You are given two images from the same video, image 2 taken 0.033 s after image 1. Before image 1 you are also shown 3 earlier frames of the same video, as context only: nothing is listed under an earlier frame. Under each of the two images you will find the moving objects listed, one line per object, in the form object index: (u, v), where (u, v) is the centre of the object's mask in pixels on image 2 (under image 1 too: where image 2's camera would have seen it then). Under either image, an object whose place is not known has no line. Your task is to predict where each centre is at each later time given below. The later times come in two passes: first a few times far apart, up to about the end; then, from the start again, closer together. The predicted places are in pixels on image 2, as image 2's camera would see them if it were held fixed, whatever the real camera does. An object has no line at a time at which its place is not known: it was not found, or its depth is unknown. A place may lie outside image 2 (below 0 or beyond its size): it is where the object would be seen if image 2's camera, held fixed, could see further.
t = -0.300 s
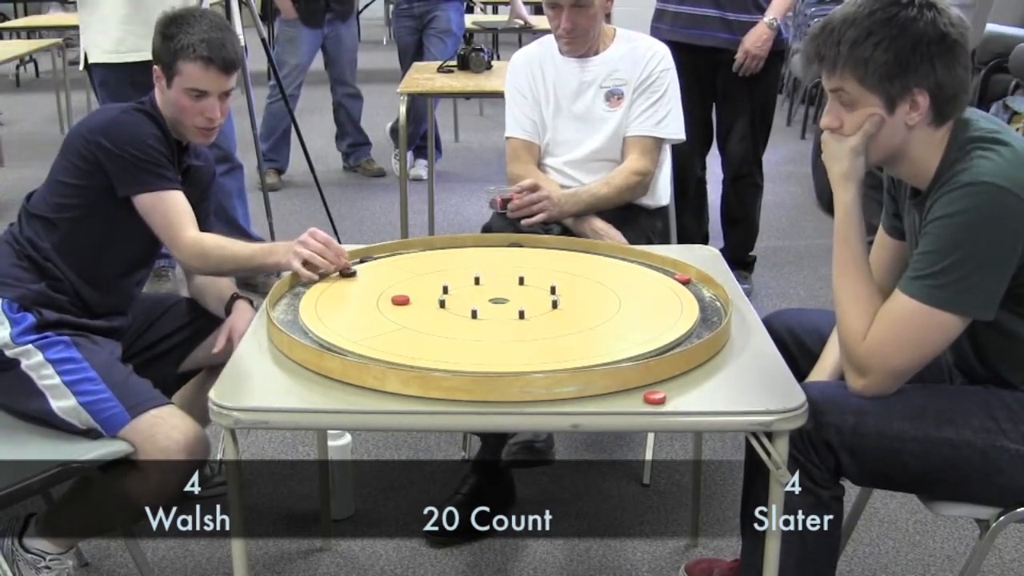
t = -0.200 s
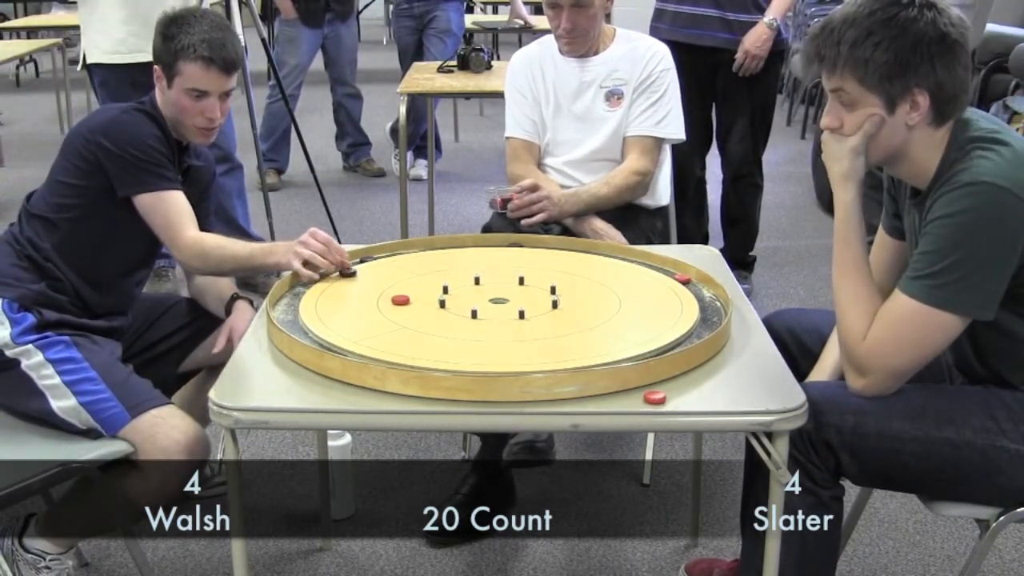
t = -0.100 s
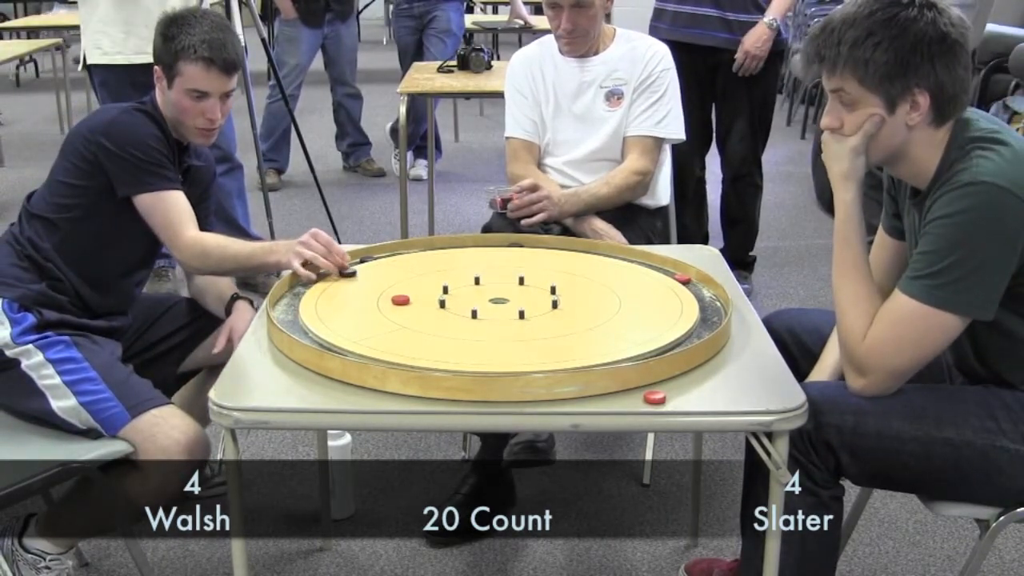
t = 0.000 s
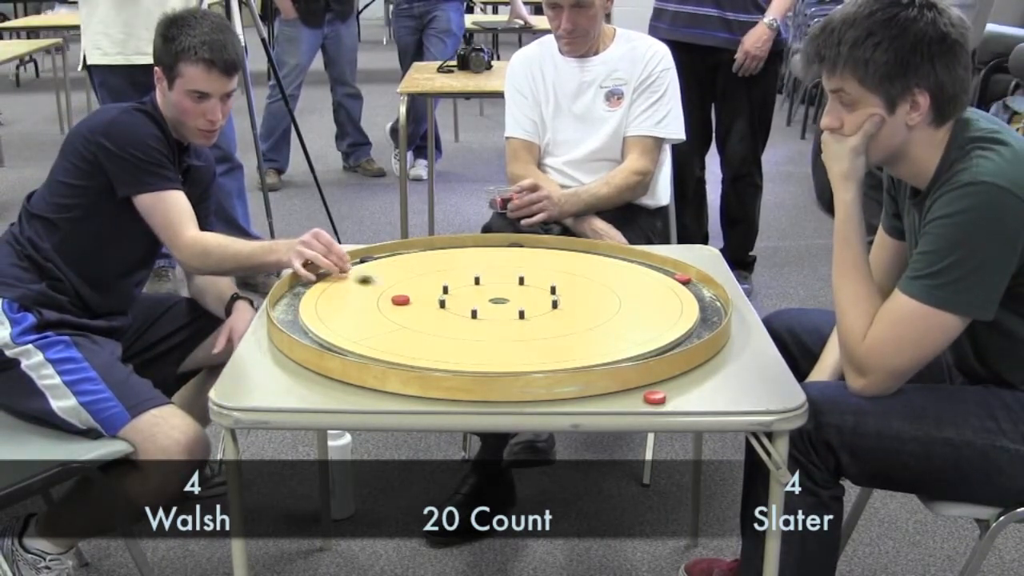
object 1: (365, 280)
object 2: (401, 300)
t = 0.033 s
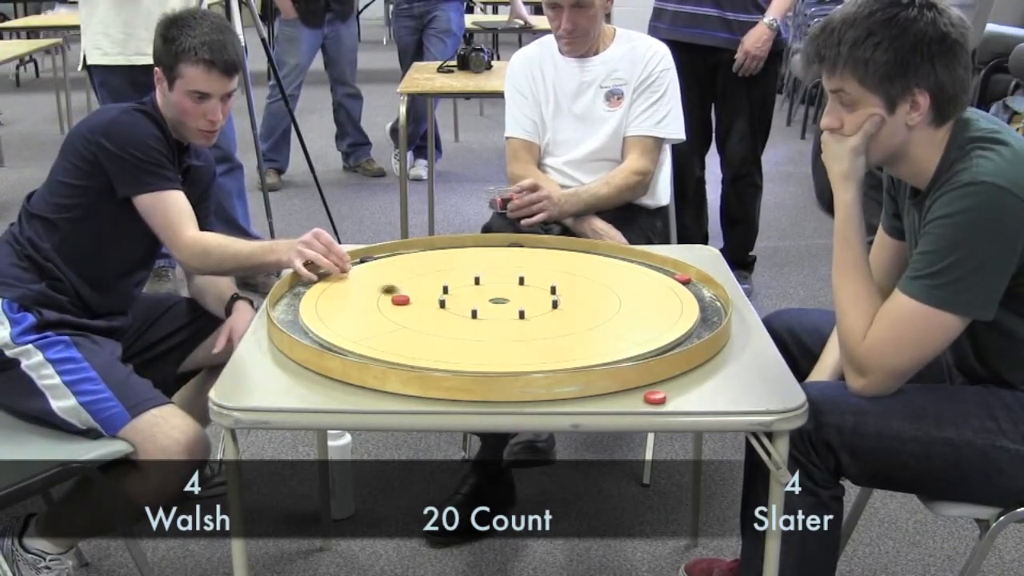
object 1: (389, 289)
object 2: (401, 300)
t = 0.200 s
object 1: (498, 298)
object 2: (413, 343)
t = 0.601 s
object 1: (606, 303)
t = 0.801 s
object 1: (614, 304)
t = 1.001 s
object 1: (614, 304)
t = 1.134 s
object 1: (614, 304)
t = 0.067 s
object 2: (402, 305)
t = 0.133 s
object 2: (407, 324)
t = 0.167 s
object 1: (477, 296)
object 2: (410, 333)
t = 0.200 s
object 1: (498, 298)
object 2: (413, 343)
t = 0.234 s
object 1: (512, 294)
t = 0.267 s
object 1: (524, 292)
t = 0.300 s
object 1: (535, 297)
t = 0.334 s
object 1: (545, 299)
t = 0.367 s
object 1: (557, 297)
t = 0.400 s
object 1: (566, 300)
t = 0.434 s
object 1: (575, 301)
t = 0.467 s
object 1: (583, 302)
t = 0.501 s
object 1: (591, 302)
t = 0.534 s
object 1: (597, 303)
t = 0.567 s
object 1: (602, 303)
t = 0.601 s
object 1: (606, 303)
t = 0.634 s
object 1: (610, 303)
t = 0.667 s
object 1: (612, 303)
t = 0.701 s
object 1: (614, 303)
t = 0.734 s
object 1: (614, 303)
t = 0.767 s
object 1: (614, 303)
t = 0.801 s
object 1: (614, 304)
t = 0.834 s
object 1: (614, 304)
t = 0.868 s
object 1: (614, 304)
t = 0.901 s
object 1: (614, 303)
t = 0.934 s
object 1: (614, 303)
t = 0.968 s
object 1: (614, 304)
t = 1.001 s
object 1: (614, 304)
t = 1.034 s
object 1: (614, 303)
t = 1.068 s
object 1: (614, 303)
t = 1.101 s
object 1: (614, 303)
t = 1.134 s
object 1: (614, 304)
